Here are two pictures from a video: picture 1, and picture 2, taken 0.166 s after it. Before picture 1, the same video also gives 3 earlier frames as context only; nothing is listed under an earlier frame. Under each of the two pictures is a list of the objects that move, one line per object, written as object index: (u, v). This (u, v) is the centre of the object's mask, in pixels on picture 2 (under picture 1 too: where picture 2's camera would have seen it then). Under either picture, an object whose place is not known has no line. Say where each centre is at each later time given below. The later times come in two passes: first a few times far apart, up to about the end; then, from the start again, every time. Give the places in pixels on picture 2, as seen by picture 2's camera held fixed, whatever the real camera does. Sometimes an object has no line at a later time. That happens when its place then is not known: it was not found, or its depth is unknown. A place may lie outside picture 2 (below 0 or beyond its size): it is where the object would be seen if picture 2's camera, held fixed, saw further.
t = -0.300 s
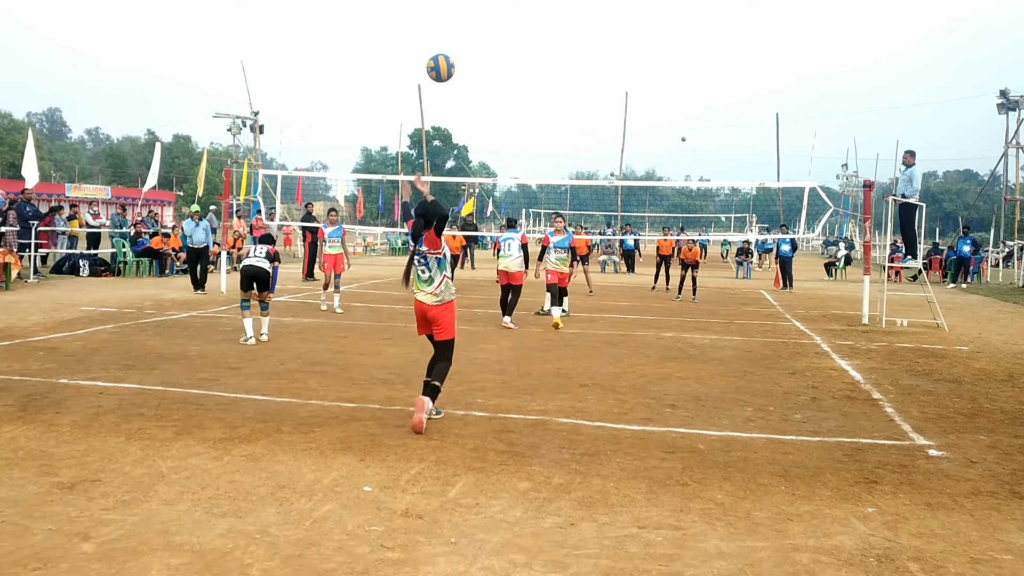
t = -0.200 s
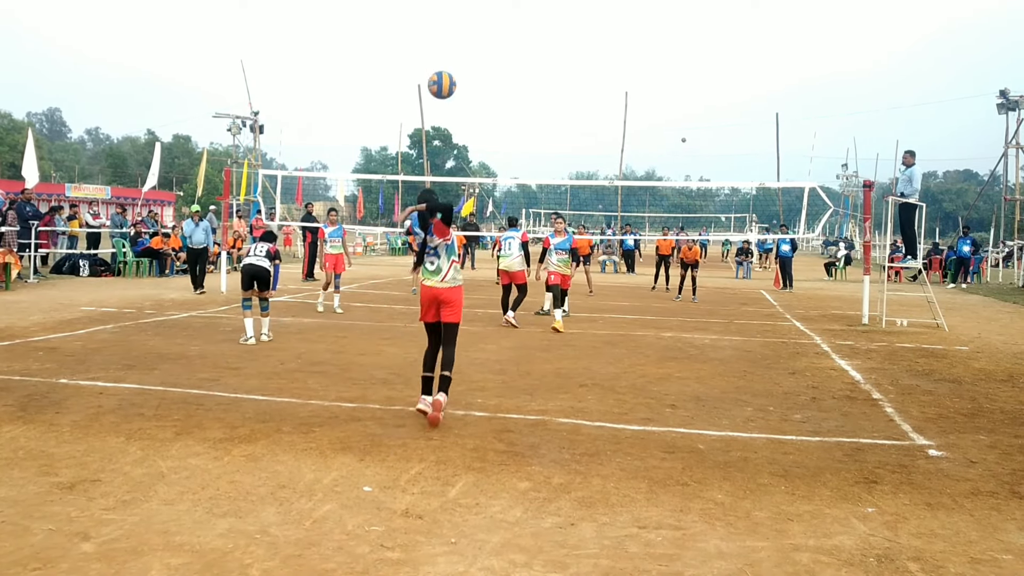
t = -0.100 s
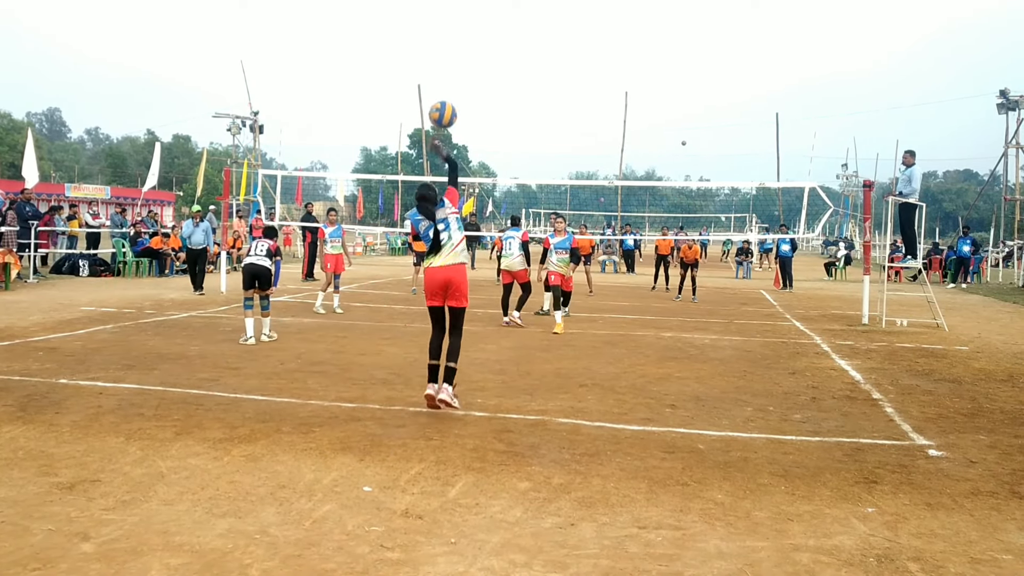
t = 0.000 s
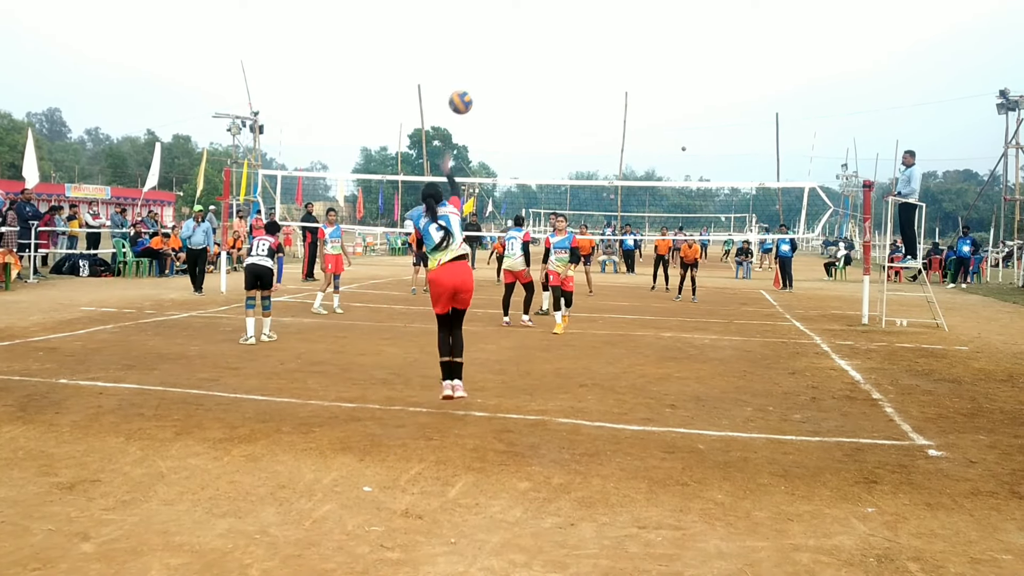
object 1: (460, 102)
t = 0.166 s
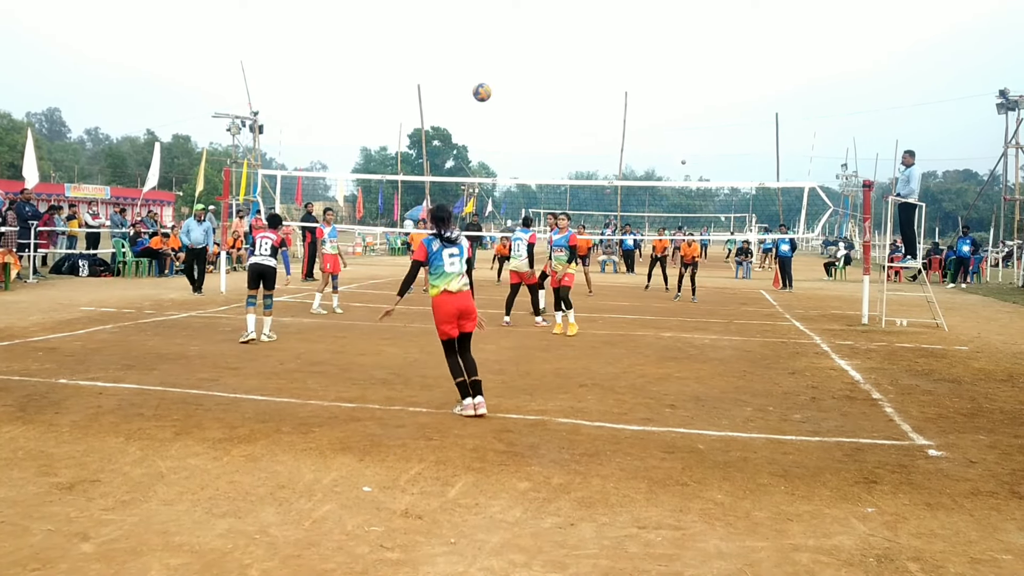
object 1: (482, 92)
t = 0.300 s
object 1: (492, 106)
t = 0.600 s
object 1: (504, 167)
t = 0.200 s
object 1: (485, 94)
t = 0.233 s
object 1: (487, 98)
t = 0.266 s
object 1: (490, 101)
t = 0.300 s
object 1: (492, 106)
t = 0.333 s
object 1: (494, 112)
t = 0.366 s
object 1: (496, 117)
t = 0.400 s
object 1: (498, 124)
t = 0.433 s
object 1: (499, 130)
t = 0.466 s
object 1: (500, 137)
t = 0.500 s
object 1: (502, 144)
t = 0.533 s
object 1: (502, 152)
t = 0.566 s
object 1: (503, 159)
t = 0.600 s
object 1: (504, 167)
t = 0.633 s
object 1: (505, 174)
